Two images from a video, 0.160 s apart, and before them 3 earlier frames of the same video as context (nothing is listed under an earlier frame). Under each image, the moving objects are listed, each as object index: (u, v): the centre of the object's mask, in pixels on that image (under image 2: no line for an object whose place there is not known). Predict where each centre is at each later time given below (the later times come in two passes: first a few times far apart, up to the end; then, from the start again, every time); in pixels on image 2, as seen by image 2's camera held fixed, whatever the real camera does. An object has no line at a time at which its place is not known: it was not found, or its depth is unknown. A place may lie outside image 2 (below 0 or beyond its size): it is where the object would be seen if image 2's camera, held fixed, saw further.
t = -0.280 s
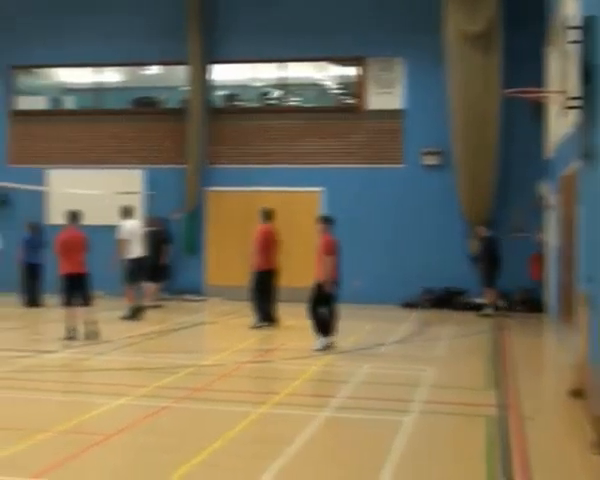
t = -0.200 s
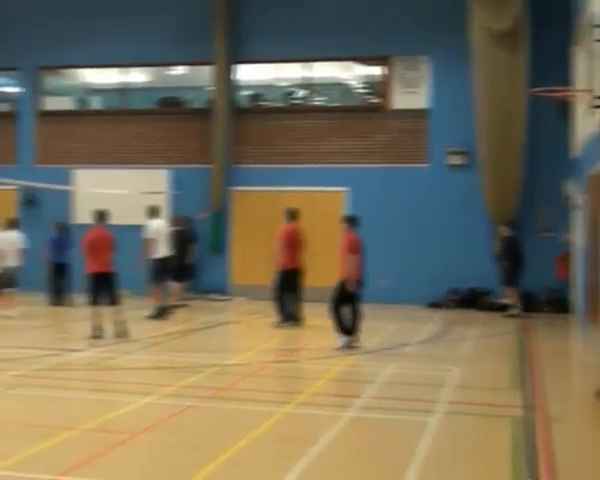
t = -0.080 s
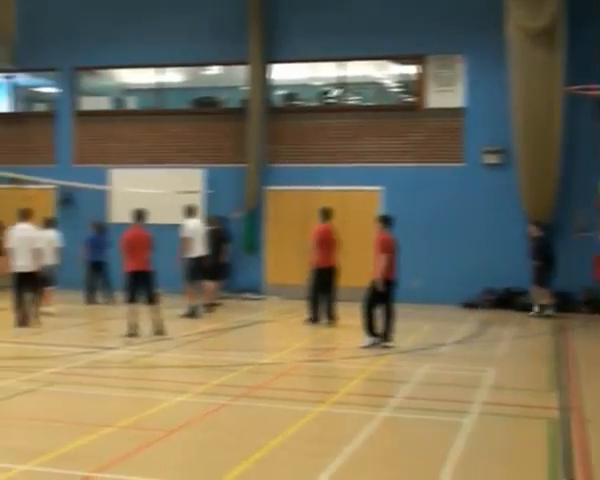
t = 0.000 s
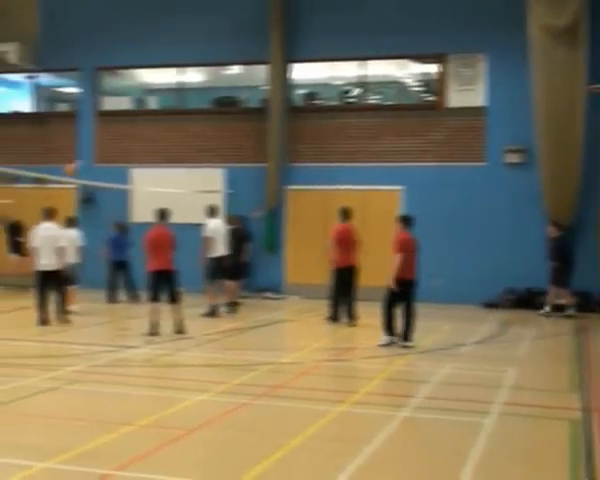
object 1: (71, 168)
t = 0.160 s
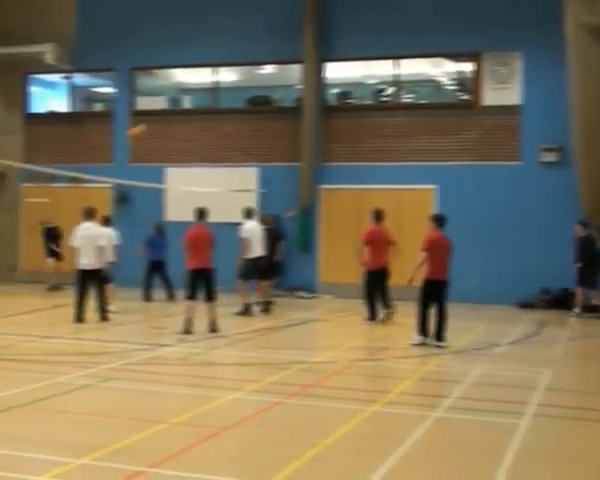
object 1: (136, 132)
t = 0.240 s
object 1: (151, 118)
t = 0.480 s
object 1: (196, 98)
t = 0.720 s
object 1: (244, 106)
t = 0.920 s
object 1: (286, 139)
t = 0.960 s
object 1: (295, 151)
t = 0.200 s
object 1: (143, 124)
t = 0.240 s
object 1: (151, 118)
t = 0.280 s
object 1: (156, 114)
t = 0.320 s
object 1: (165, 107)
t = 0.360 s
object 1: (173, 103)
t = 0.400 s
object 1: (180, 102)
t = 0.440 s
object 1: (188, 100)
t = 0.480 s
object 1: (196, 98)
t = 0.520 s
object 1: (204, 96)
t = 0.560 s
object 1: (212, 96)
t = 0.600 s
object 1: (219, 97)
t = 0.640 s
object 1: (228, 99)
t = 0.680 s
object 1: (236, 102)
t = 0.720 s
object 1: (244, 106)
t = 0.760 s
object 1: (253, 111)
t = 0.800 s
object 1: (261, 116)
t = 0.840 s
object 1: (269, 123)
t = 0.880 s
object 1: (278, 130)
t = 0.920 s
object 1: (286, 139)
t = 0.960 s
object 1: (295, 151)
